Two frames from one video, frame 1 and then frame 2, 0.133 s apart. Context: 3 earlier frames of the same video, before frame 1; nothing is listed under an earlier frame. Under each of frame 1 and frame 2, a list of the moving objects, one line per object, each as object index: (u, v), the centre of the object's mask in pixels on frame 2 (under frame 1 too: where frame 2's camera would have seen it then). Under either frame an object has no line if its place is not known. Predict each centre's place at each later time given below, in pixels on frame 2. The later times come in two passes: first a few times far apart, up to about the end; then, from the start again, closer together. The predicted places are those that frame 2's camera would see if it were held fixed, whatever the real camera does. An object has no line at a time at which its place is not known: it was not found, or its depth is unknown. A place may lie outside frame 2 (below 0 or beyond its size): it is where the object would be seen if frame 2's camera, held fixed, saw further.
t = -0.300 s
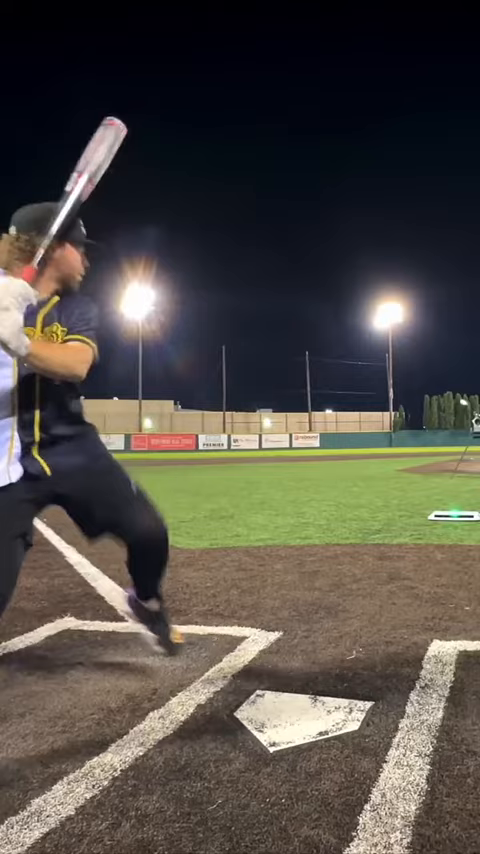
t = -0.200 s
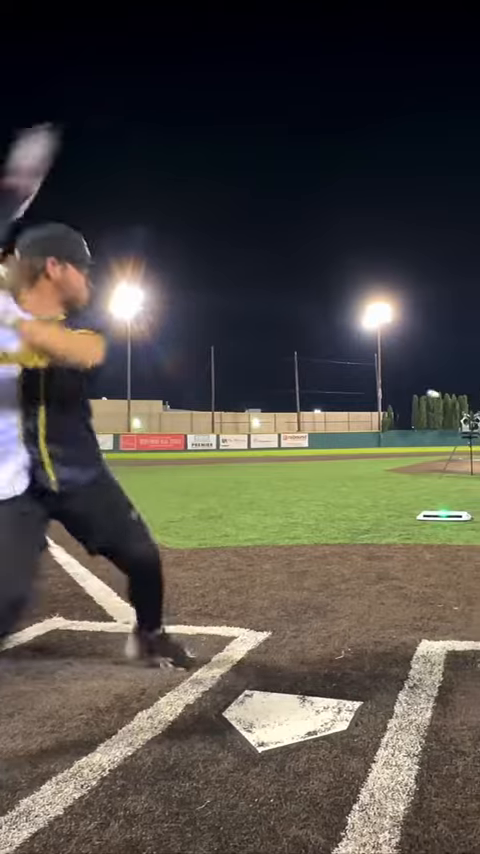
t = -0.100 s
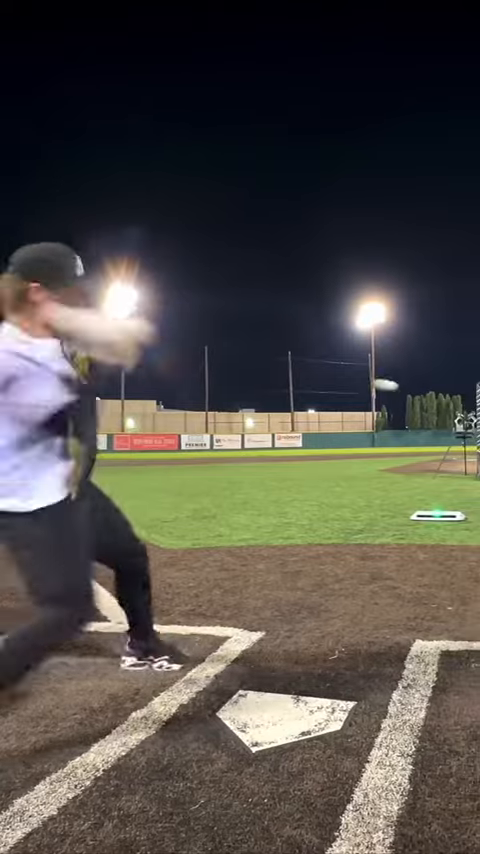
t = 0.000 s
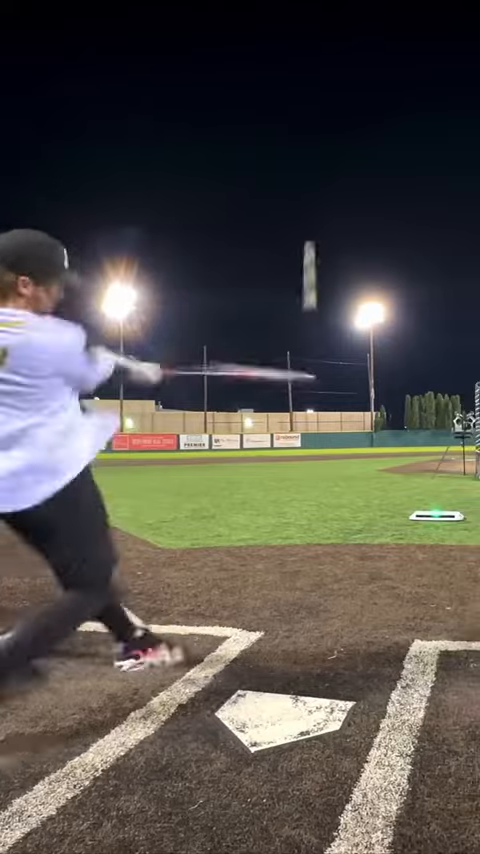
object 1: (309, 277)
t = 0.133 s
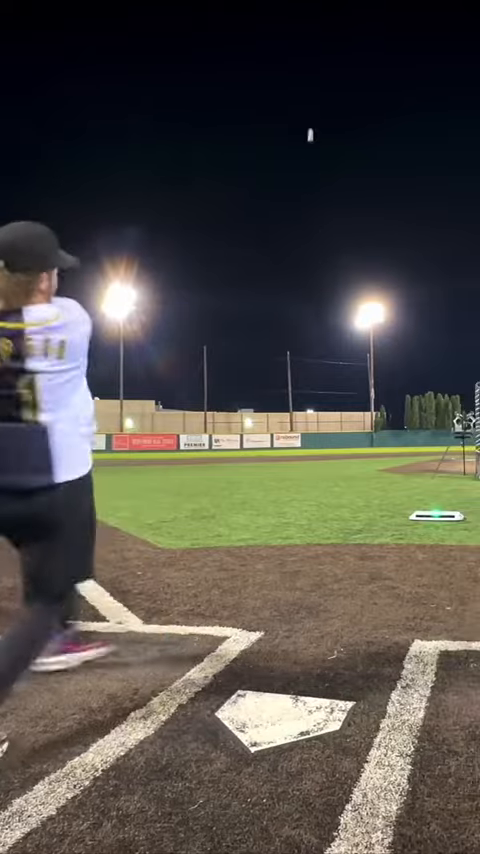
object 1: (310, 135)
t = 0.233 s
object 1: (311, 107)
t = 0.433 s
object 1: (312, 83)
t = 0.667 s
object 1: (311, 73)
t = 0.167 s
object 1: (310, 123)
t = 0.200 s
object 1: (311, 114)
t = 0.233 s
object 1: (311, 107)
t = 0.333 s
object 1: (311, 92)
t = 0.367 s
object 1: (312, 88)
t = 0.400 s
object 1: (311, 85)
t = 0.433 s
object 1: (312, 83)
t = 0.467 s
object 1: (312, 81)
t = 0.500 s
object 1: (312, 80)
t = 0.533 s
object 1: (312, 78)
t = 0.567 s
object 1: (312, 76)
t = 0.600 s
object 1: (311, 75)
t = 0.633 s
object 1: (311, 74)
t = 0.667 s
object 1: (311, 73)
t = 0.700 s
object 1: (311, 73)
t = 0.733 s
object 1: (311, 72)
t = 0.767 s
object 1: (311, 71)
